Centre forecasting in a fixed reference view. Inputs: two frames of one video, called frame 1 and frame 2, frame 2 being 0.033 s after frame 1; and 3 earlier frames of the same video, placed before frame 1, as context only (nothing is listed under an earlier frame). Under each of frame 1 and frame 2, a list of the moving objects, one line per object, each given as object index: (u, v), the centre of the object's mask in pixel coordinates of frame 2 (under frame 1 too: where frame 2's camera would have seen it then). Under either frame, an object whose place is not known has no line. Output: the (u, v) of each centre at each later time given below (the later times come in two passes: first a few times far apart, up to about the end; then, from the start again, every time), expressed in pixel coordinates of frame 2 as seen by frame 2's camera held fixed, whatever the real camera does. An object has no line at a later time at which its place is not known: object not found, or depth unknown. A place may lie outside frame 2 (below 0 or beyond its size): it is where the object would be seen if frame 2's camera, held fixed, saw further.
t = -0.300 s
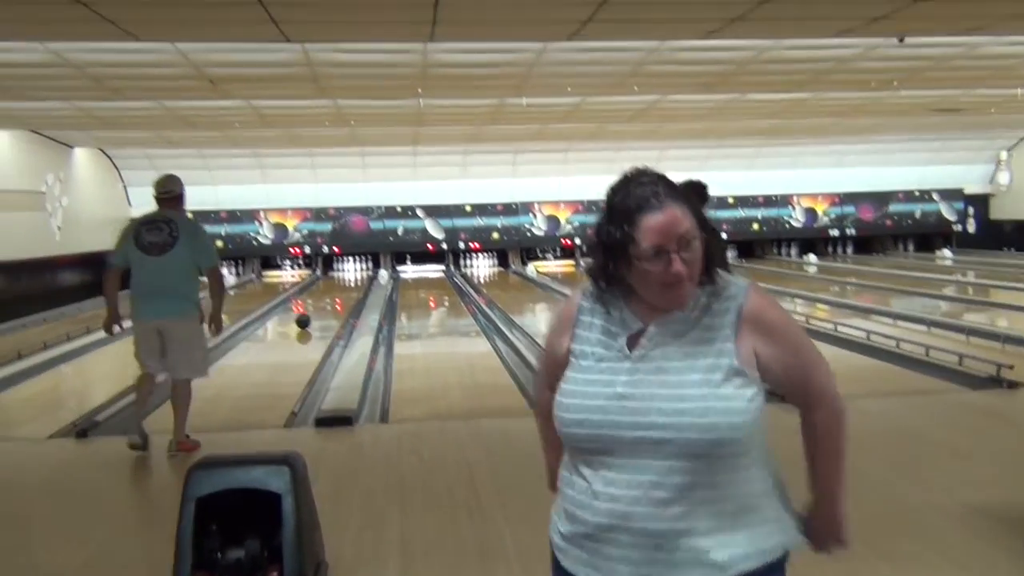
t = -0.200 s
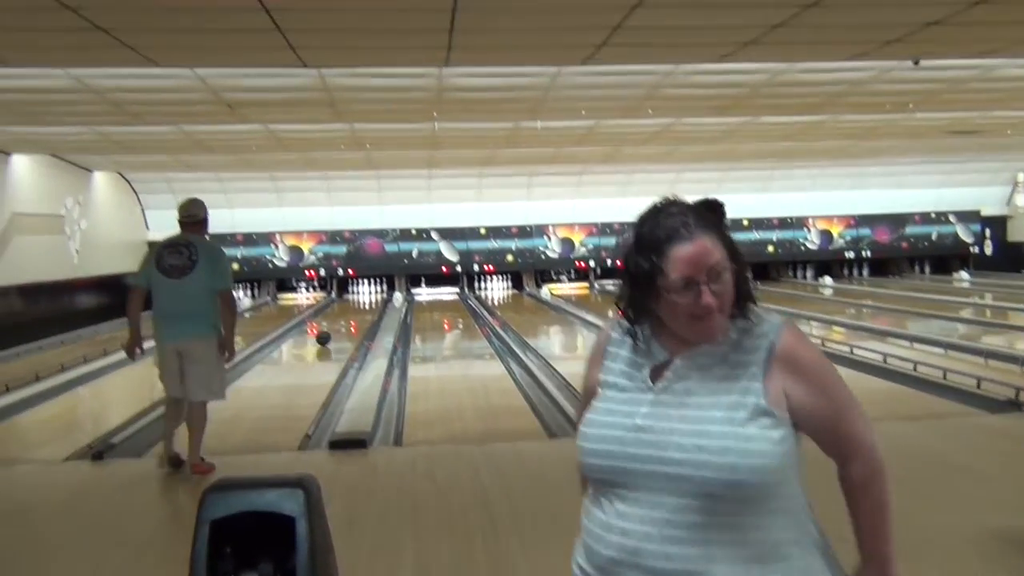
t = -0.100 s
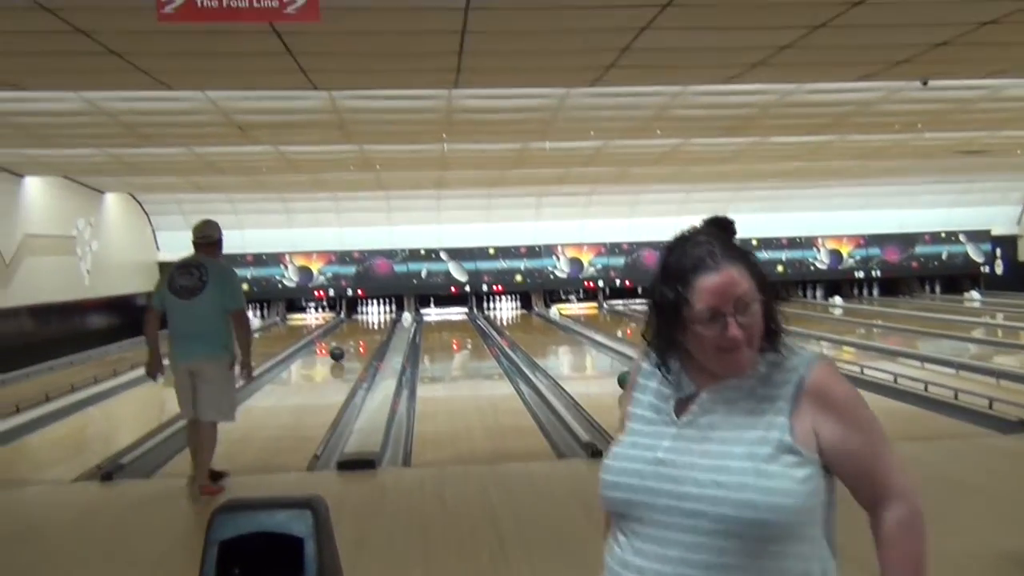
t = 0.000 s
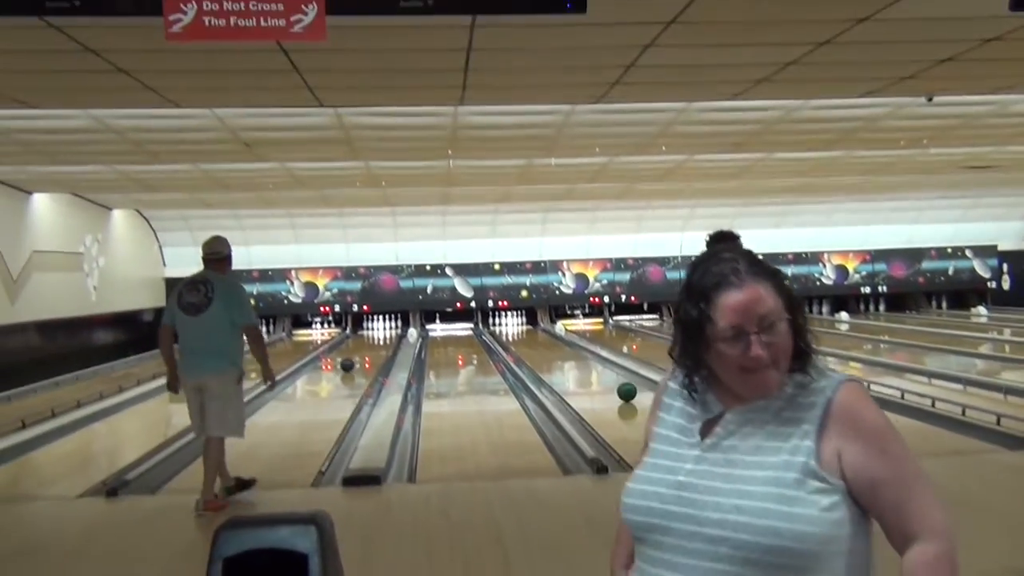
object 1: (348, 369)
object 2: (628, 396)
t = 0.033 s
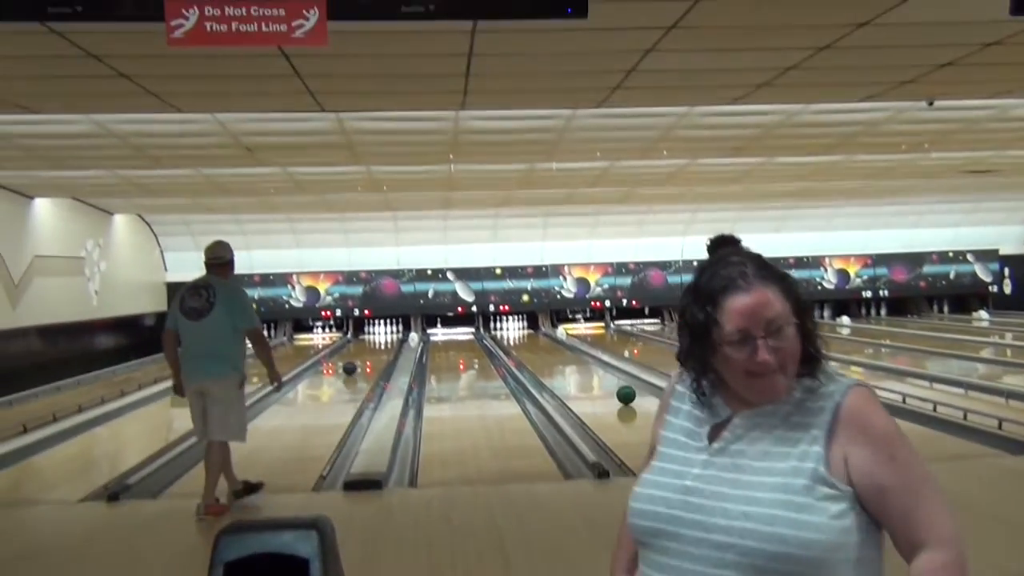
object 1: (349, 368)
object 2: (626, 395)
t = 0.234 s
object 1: (357, 362)
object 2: (615, 388)
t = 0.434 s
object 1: (363, 356)
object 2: (606, 382)
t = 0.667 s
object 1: (370, 351)
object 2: (596, 376)
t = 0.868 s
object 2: (590, 372)
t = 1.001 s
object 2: (586, 370)
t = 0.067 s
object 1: (351, 367)
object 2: (624, 394)
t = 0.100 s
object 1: (352, 366)
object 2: (622, 392)
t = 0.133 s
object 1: (353, 365)
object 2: (620, 391)
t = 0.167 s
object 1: (354, 364)
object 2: (619, 390)
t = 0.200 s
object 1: (356, 364)
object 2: (617, 389)
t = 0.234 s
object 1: (357, 362)
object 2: (615, 388)
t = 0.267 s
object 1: (358, 361)
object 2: (613, 386)
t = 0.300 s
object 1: (359, 360)
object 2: (611, 386)
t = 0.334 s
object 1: (360, 359)
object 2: (610, 384)
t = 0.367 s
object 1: (361, 358)
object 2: (608, 384)
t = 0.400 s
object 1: (362, 357)
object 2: (607, 383)
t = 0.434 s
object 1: (363, 356)
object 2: (606, 382)
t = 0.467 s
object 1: (363, 356)
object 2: (604, 381)
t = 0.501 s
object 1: (365, 354)
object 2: (603, 380)
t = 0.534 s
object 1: (365, 354)
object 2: (601, 379)
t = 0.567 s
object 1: (366, 354)
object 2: (600, 378)
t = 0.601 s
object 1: (367, 353)
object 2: (598, 378)
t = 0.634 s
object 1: (368, 352)
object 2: (597, 377)
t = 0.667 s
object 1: (370, 351)
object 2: (596, 376)
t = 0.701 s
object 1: (371, 351)
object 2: (595, 375)
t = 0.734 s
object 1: (371, 350)
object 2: (594, 375)
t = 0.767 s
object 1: (372, 350)
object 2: (593, 374)
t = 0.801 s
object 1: (373, 349)
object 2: (592, 374)
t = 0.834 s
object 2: (591, 373)
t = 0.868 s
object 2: (590, 372)
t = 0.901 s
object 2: (589, 371)
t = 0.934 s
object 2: (588, 371)
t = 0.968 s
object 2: (587, 370)
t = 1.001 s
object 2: (586, 370)
